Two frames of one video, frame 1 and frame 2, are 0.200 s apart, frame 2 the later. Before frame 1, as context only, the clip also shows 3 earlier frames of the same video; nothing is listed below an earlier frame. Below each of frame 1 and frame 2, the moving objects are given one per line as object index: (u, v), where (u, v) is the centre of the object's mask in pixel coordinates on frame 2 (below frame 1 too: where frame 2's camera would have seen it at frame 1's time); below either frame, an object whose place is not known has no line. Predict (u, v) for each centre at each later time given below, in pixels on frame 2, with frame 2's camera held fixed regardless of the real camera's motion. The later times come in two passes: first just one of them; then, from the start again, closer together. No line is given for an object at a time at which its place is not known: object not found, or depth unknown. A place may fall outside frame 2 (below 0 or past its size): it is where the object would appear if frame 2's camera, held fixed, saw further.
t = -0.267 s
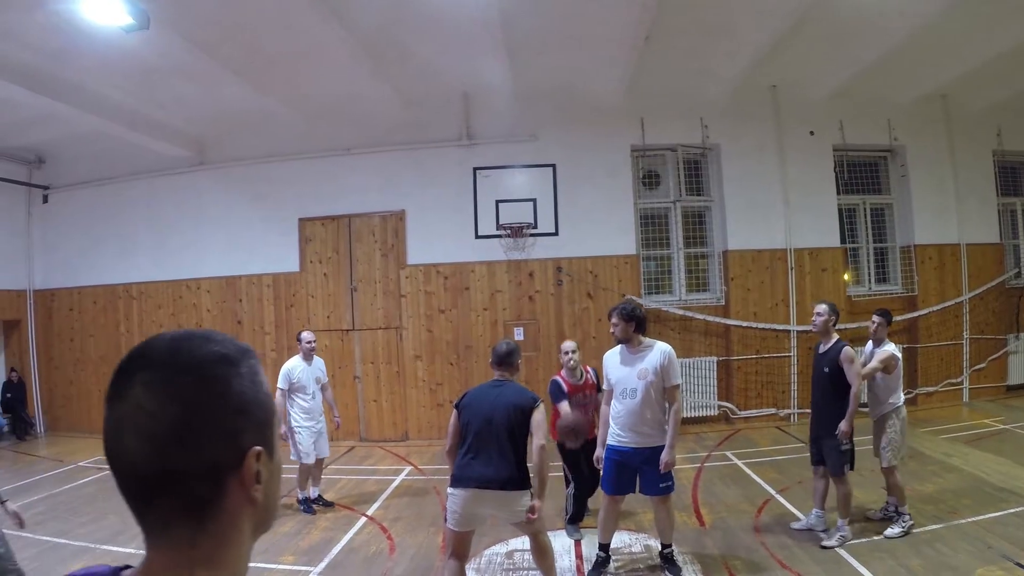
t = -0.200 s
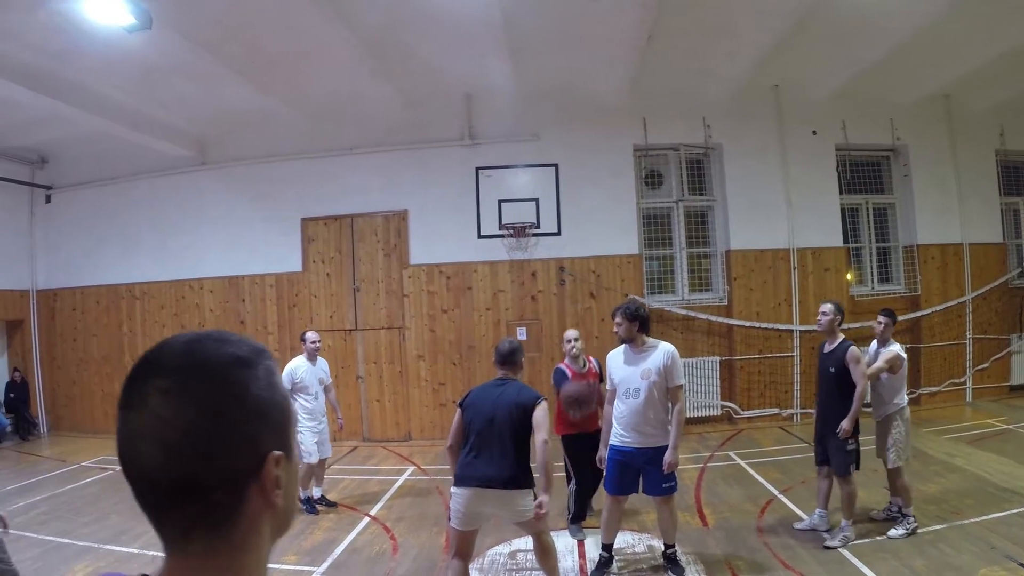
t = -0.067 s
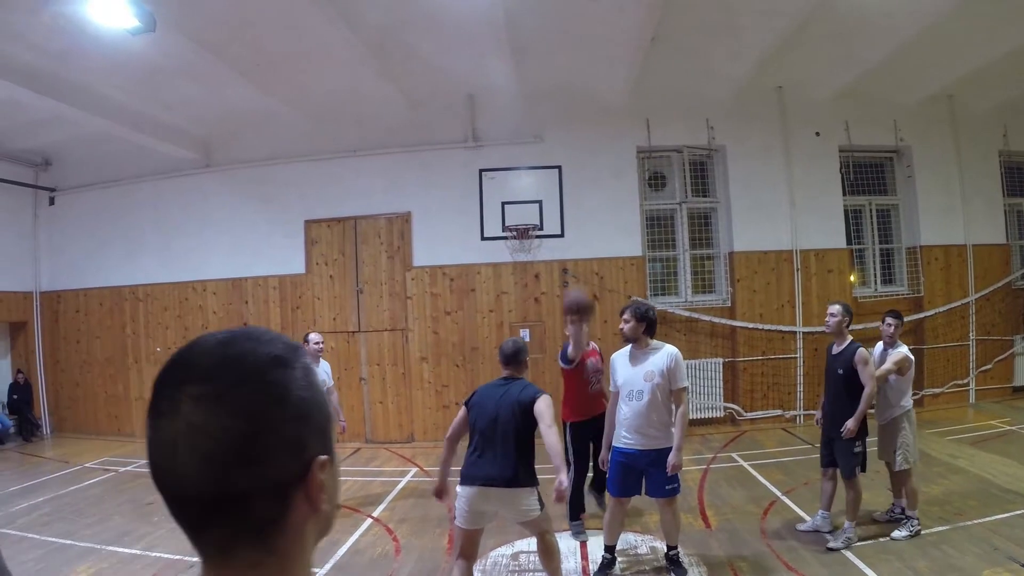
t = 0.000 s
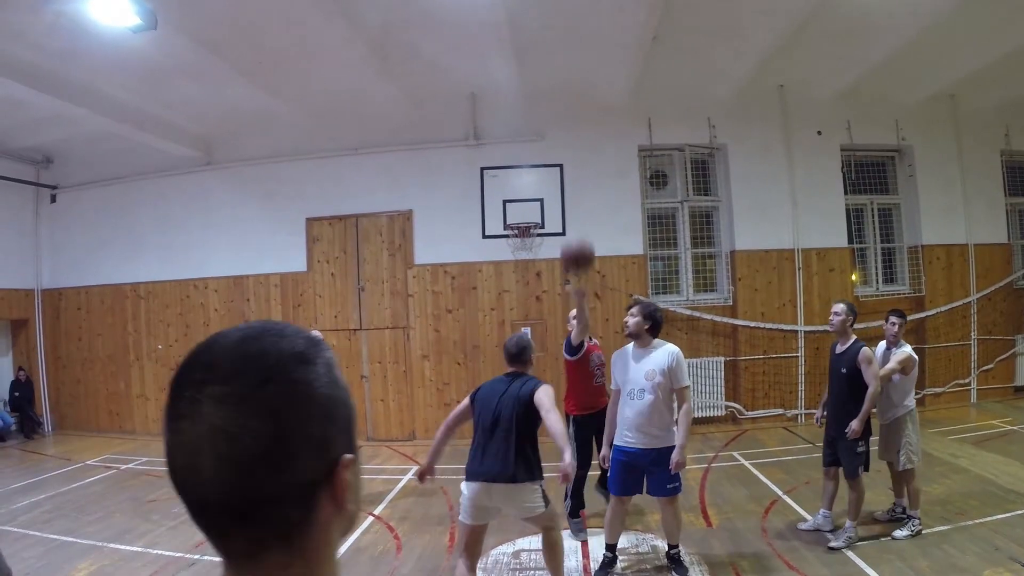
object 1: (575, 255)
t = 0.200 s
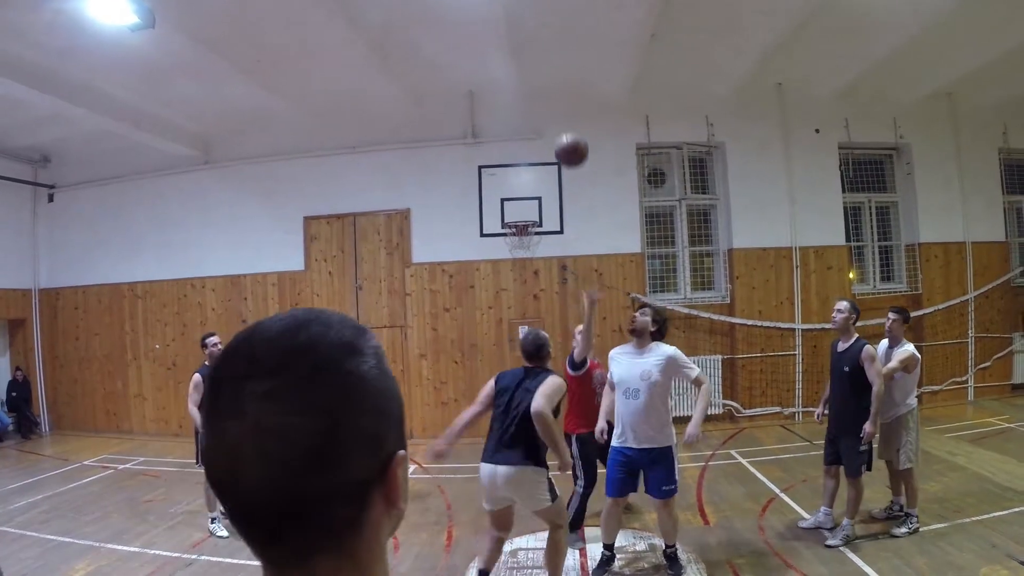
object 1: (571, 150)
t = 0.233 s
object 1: (571, 138)
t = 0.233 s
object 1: (571, 138)
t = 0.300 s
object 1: (570, 119)
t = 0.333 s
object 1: (569, 113)
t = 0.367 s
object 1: (569, 107)
